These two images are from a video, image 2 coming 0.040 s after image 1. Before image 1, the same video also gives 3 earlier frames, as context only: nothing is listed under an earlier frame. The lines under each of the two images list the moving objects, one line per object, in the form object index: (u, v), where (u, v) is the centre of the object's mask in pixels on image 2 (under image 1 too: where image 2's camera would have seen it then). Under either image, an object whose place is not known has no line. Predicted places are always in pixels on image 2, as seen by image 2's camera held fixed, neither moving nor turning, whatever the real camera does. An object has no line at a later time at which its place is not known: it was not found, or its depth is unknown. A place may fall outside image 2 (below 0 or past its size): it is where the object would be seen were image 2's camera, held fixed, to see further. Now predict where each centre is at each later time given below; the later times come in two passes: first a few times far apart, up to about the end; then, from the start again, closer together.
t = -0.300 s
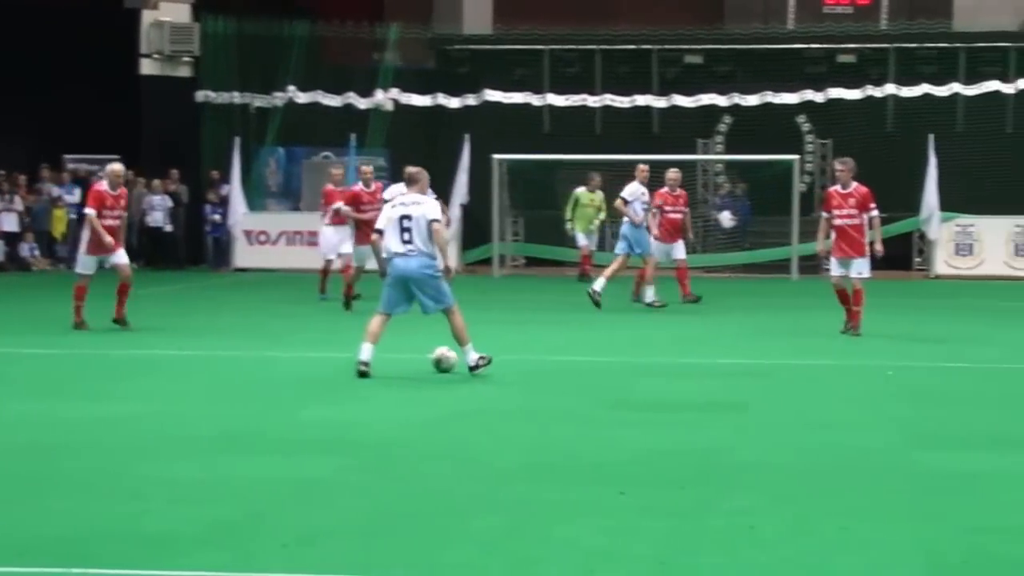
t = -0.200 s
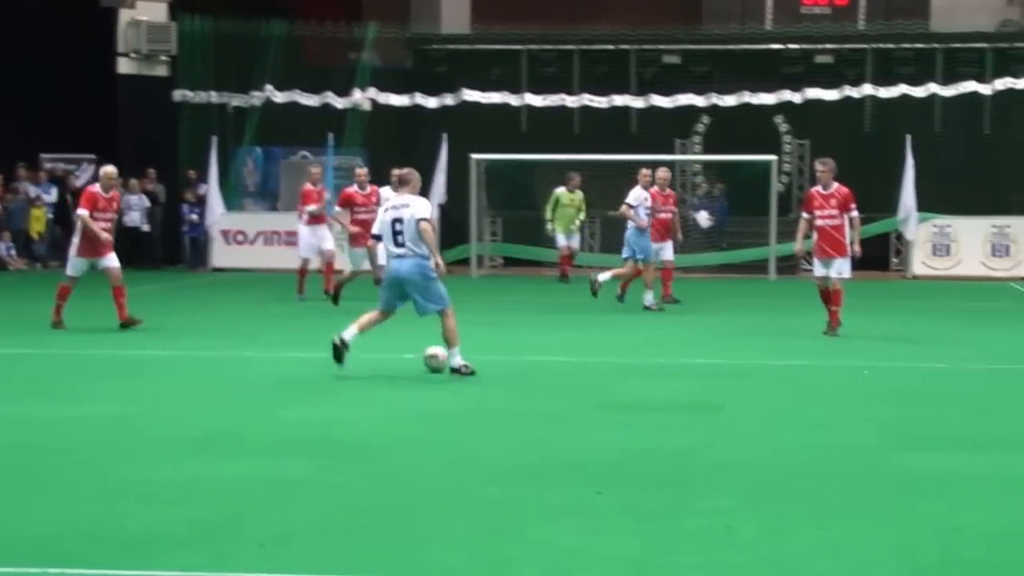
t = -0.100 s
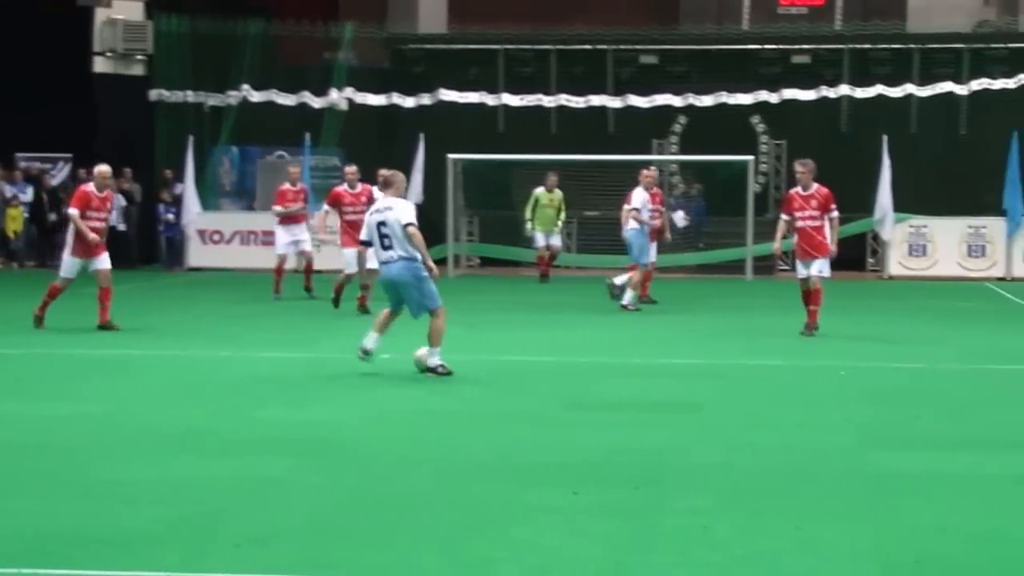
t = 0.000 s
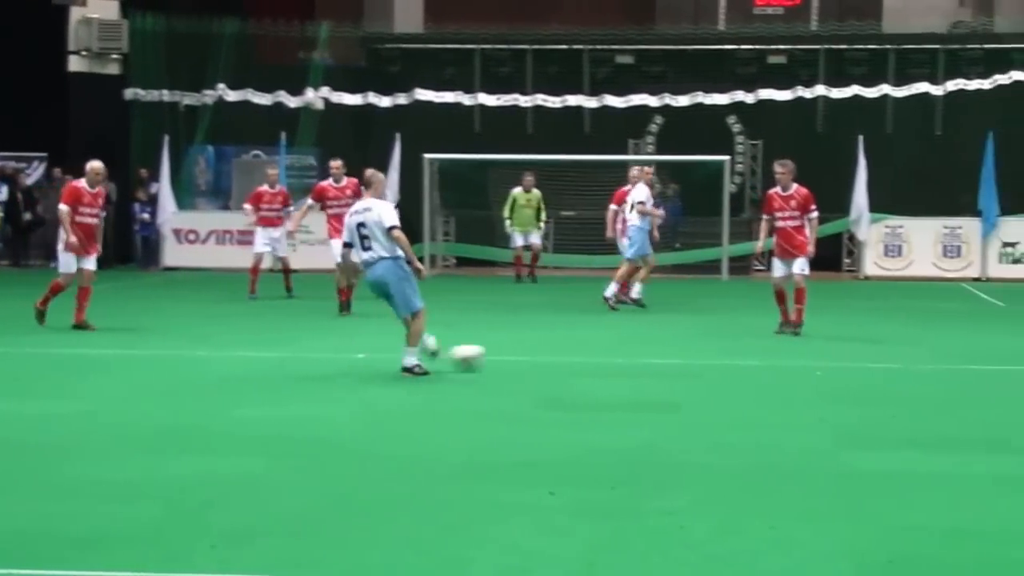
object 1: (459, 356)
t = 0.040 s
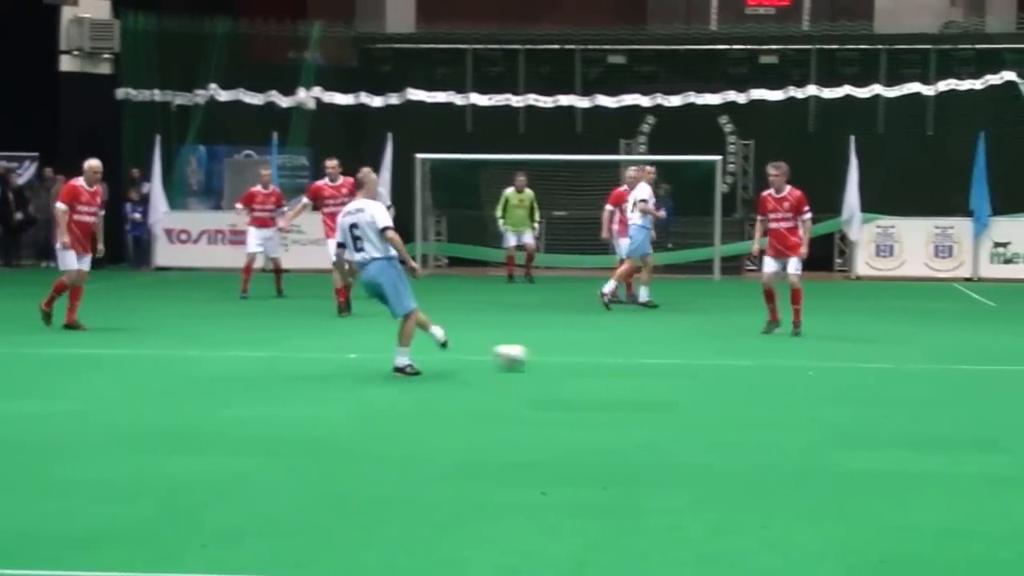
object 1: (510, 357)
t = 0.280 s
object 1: (774, 358)
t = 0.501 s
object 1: (971, 358)
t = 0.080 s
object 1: (559, 359)
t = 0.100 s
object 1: (580, 358)
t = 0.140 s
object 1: (625, 357)
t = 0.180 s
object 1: (670, 357)
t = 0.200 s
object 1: (692, 358)
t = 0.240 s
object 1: (734, 358)
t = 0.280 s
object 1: (774, 358)
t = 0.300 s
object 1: (792, 358)
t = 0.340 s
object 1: (831, 358)
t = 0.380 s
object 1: (867, 358)
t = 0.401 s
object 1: (886, 358)
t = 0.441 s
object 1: (921, 358)
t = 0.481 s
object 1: (954, 358)
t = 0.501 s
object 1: (971, 358)
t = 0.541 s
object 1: (1003, 359)
